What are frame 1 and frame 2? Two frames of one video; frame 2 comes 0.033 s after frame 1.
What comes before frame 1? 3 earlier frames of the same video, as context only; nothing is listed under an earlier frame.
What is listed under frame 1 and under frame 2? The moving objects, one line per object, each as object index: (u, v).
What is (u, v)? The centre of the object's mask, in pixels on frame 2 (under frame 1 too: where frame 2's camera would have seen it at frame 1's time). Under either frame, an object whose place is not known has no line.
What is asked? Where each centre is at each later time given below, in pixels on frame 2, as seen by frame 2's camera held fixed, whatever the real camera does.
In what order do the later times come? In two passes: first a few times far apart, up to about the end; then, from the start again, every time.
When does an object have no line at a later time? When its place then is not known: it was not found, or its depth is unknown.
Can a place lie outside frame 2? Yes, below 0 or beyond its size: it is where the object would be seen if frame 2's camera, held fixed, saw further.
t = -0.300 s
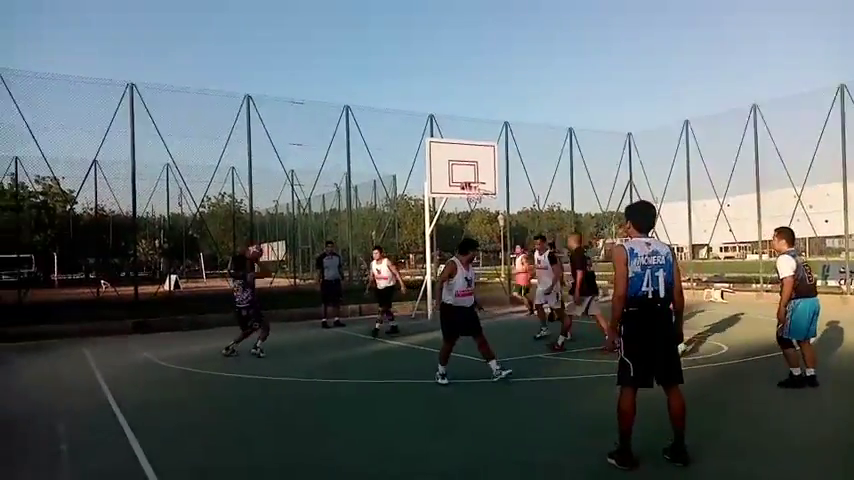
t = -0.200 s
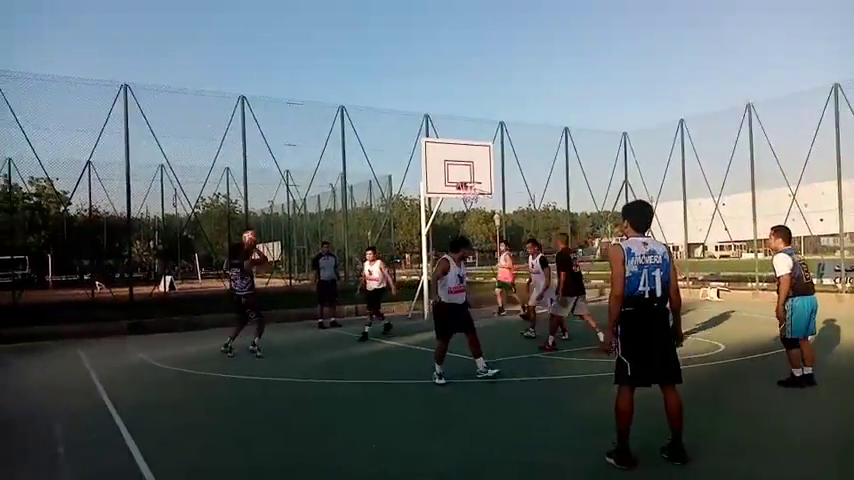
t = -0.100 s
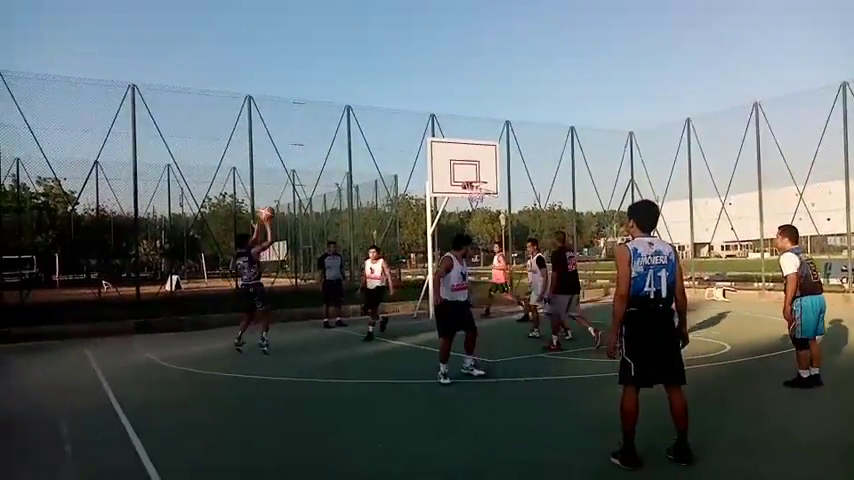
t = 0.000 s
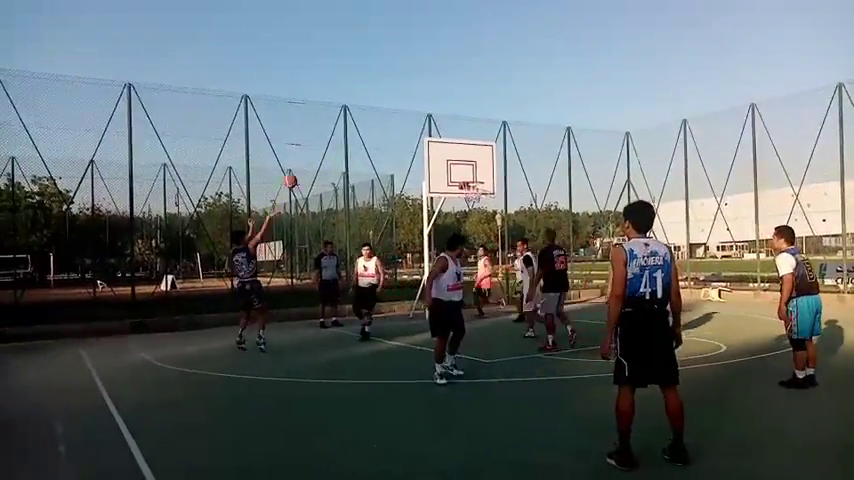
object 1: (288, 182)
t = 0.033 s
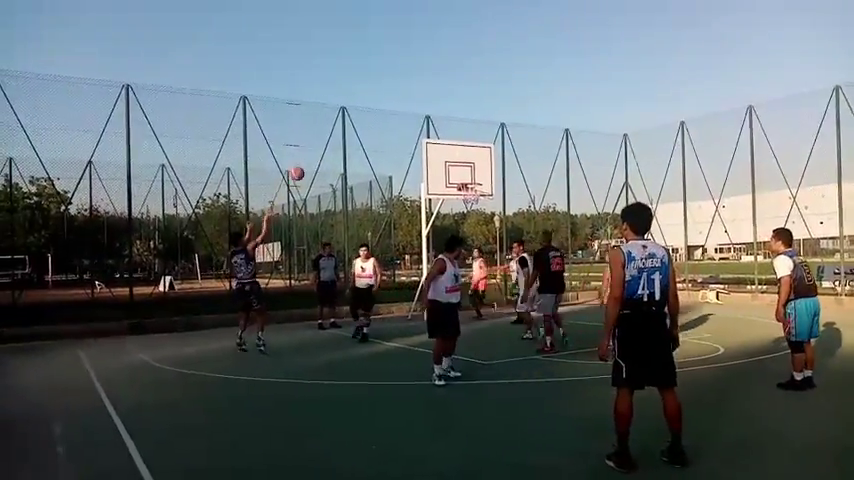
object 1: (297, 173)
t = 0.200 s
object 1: (338, 141)
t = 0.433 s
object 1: (392, 124)
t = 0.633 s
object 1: (433, 133)
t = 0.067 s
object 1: (305, 165)
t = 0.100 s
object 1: (314, 158)
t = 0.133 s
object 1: (322, 151)
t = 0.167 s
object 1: (330, 146)
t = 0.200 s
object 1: (338, 141)
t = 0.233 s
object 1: (346, 137)
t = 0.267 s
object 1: (355, 134)
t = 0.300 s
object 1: (363, 130)
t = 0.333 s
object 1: (369, 128)
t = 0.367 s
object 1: (377, 126)
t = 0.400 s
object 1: (384, 125)
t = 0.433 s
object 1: (392, 124)
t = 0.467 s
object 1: (399, 125)
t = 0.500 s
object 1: (406, 126)
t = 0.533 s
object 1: (412, 126)
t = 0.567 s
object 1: (419, 129)
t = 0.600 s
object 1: (426, 130)
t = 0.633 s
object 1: (433, 133)
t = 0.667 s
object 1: (440, 137)
